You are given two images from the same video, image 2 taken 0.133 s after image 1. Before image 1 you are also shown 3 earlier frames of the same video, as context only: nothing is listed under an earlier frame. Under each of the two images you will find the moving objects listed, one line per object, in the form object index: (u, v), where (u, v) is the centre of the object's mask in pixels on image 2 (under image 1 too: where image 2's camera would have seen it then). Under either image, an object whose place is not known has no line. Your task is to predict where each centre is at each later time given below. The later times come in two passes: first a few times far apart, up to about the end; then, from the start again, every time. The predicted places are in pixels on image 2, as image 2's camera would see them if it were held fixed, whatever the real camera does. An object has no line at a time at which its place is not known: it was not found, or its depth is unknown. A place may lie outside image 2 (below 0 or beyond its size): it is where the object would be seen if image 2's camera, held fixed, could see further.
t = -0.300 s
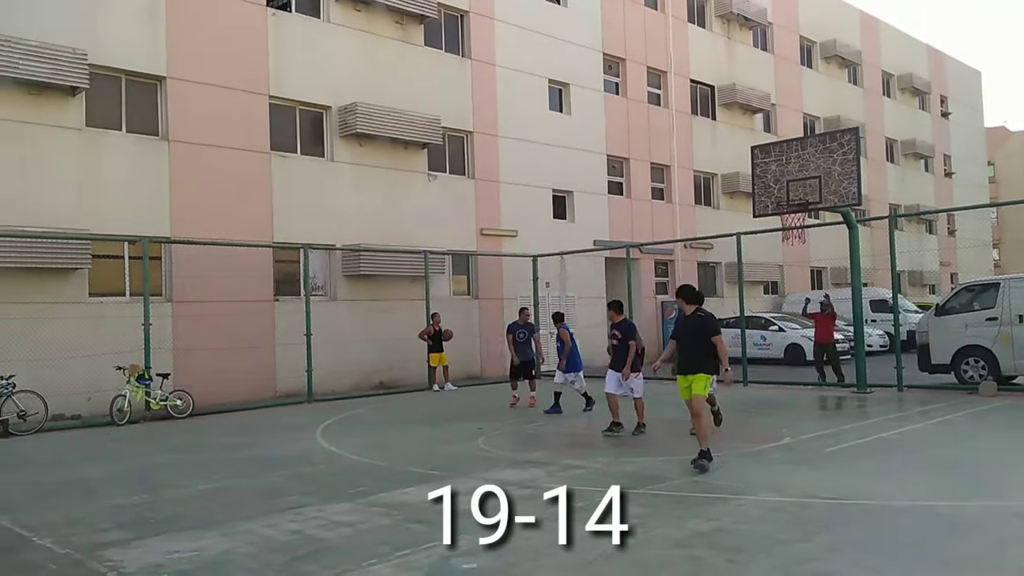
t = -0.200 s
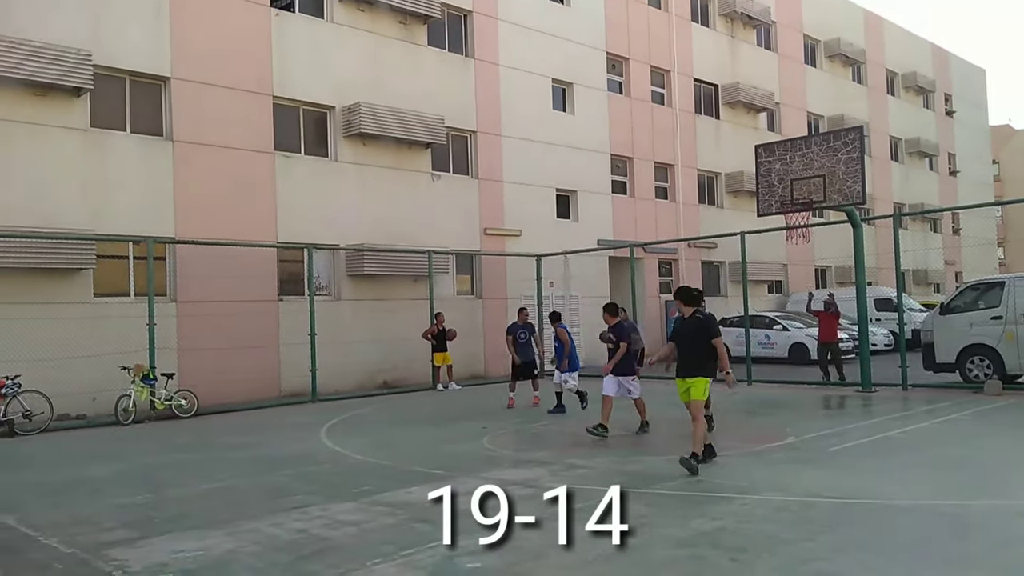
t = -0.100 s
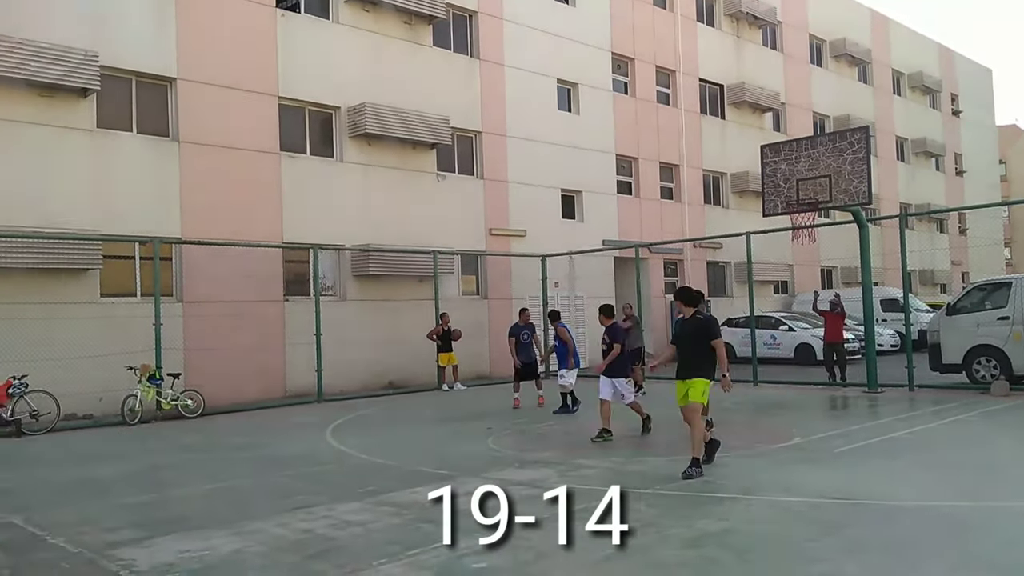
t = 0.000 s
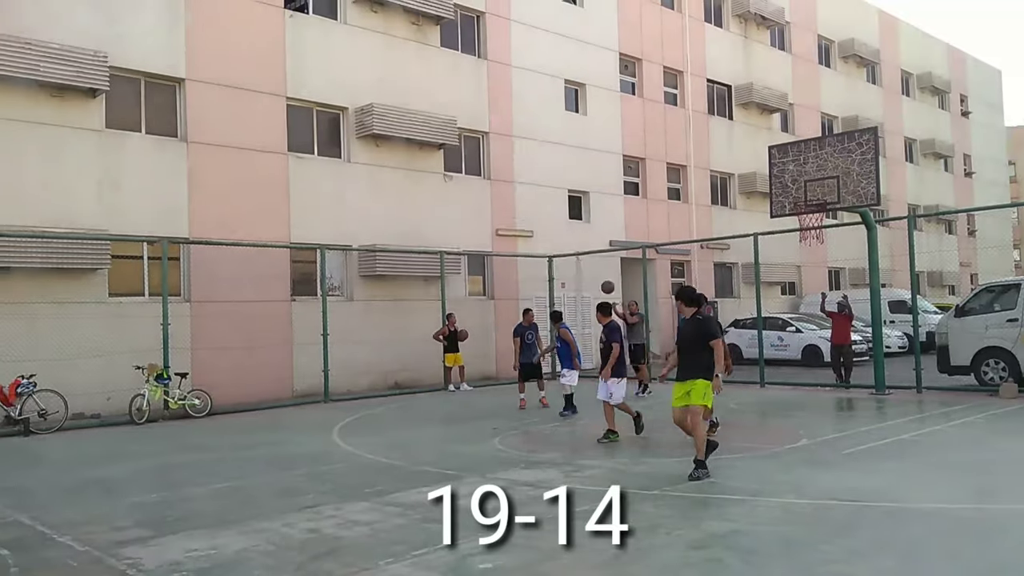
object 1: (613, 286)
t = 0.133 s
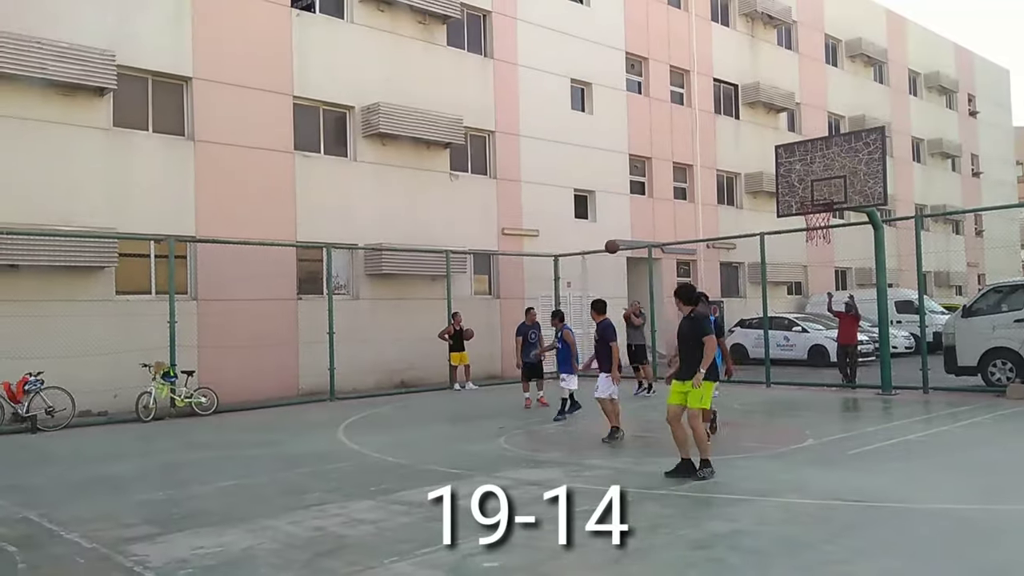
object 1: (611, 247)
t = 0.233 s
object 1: (611, 220)
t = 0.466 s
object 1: (610, 173)
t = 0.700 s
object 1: (611, 155)
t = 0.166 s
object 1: (612, 237)
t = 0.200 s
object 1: (611, 228)
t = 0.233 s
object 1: (611, 220)
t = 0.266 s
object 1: (611, 212)
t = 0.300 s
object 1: (611, 204)
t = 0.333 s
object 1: (611, 197)
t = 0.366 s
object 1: (611, 190)
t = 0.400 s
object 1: (610, 184)
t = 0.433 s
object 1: (611, 178)
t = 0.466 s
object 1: (610, 173)
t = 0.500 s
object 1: (610, 170)
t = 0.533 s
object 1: (610, 164)
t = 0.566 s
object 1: (610, 162)
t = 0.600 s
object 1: (610, 159)
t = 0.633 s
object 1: (611, 157)
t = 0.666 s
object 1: (611, 156)
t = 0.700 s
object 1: (611, 155)
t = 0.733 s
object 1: (611, 155)
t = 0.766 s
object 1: (611, 156)
